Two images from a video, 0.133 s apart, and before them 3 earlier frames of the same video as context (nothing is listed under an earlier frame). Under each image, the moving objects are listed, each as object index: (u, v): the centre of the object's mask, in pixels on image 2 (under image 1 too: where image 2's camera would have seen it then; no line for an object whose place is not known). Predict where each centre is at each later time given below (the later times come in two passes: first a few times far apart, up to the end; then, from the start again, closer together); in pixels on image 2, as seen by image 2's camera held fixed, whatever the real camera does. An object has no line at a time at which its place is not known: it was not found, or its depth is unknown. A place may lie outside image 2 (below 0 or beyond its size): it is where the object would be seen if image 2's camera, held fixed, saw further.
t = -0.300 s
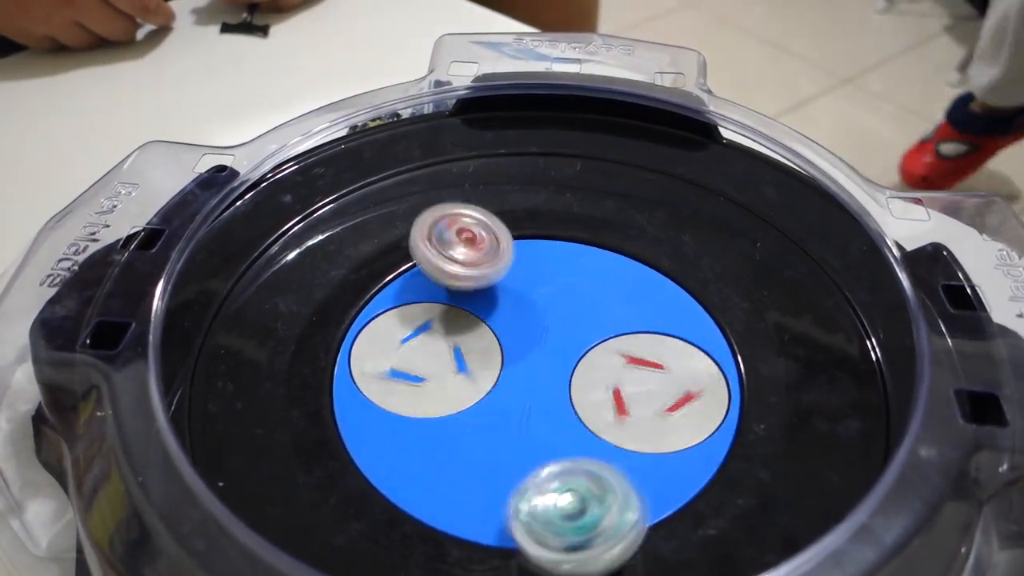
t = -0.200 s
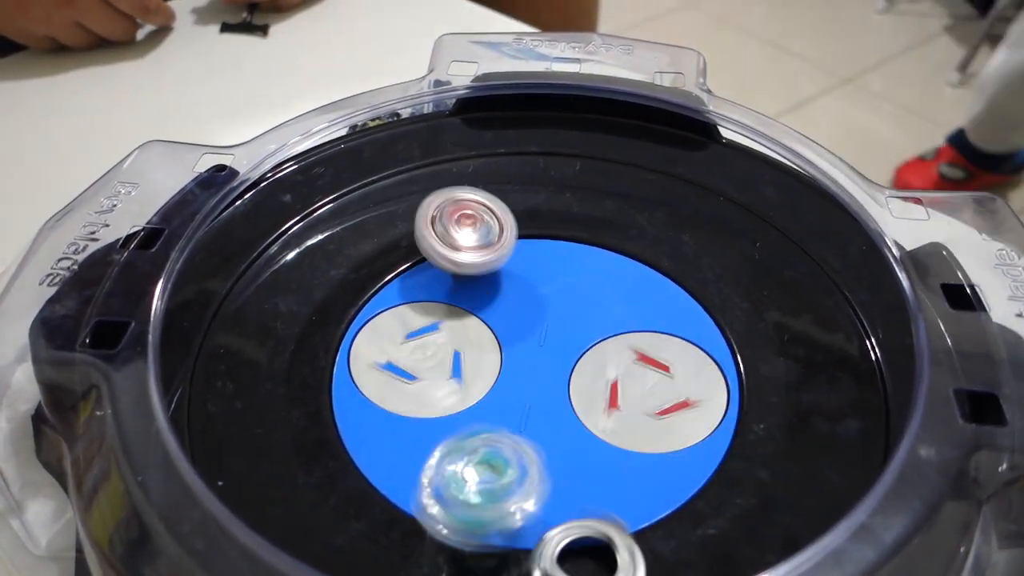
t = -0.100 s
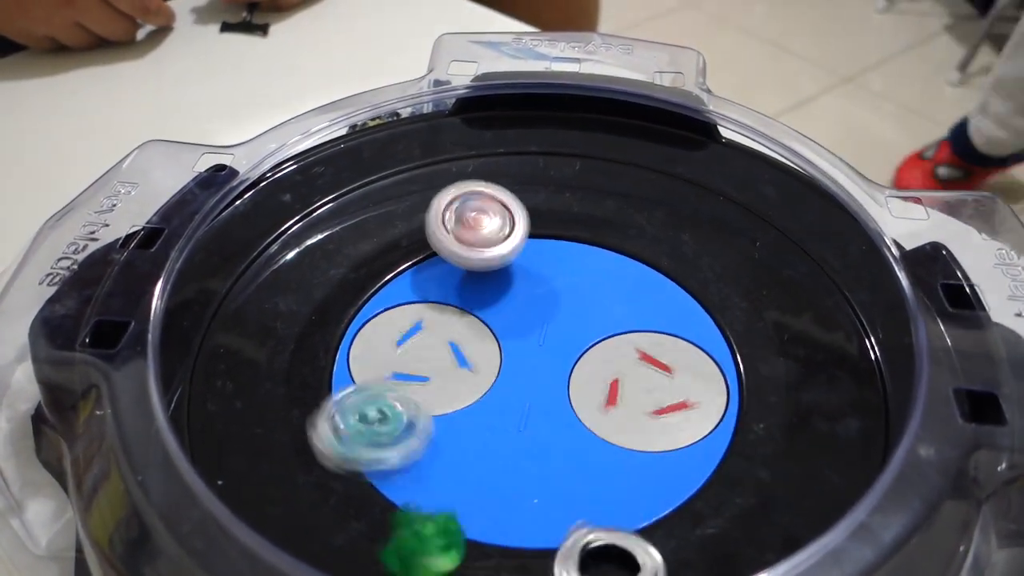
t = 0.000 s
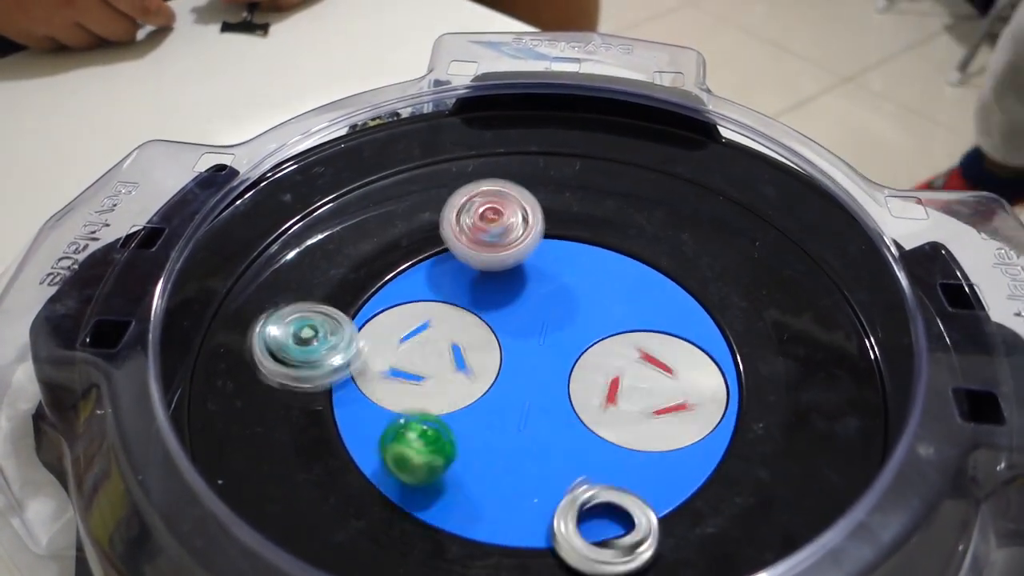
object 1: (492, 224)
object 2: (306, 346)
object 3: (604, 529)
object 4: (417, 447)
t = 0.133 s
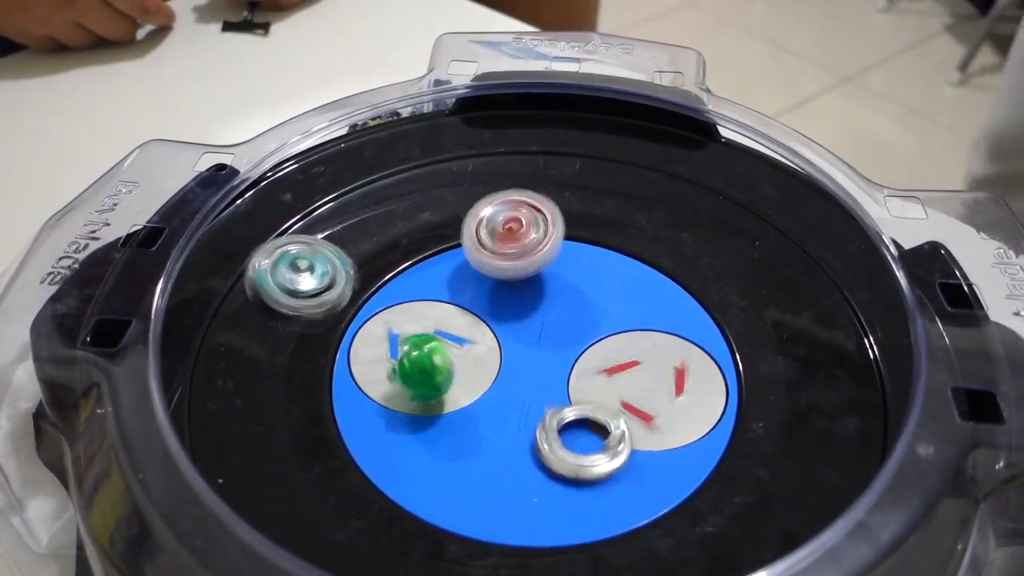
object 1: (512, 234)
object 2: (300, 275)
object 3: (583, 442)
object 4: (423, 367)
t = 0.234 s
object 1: (524, 247)
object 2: (367, 262)
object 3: (564, 374)
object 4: (447, 371)
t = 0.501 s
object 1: (618, 228)
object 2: (492, 284)
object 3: (508, 382)
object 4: (157, 416)
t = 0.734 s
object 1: (623, 240)
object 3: (524, 394)
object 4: (350, 395)
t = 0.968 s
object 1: (595, 260)
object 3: (535, 394)
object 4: (479, 338)
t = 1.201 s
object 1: (561, 277)
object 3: (532, 388)
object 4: (399, 279)
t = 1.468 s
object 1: (555, 282)
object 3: (533, 388)
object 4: (262, 257)
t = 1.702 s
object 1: (556, 279)
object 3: (533, 388)
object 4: (423, 303)
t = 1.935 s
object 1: (555, 279)
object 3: (533, 388)
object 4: (455, 276)
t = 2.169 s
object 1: (549, 285)
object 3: (533, 388)
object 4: (446, 292)
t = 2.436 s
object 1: (550, 298)
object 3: (527, 385)
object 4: (403, 297)
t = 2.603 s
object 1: (571, 321)
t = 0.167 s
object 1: (518, 238)
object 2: (320, 270)
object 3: (577, 419)
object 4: (433, 372)
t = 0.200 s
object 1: (521, 242)
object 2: (341, 265)
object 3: (569, 396)
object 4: (435, 365)
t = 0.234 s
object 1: (524, 247)
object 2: (367, 262)
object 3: (564, 374)
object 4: (447, 371)
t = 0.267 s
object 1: (526, 253)
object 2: (393, 262)
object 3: (559, 353)
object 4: (452, 365)
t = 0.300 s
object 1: (528, 259)
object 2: (422, 264)
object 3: (553, 334)
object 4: (465, 365)
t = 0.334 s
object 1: (544, 239)
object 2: (450, 265)
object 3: (532, 326)
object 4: (448, 364)
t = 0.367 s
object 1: (560, 234)
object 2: (478, 270)
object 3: (528, 332)
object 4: (377, 391)
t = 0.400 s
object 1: (575, 230)
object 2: (507, 276)
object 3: (514, 361)
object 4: (310, 404)
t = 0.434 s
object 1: (593, 227)
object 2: (513, 277)
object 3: (507, 368)
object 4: (251, 415)
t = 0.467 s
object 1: (609, 227)
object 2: (501, 280)
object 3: (505, 373)
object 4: (204, 413)
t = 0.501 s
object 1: (618, 228)
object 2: (492, 284)
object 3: (508, 382)
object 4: (157, 416)
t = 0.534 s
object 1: (621, 230)
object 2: (487, 290)
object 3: (512, 386)
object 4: (126, 432)
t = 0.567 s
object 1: (621, 231)
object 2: (481, 295)
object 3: (515, 388)
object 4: (154, 424)
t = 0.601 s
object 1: (623, 231)
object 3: (518, 389)
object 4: (198, 420)
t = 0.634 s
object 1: (624, 233)
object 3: (521, 391)
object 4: (225, 422)
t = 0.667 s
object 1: (625, 235)
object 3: (523, 393)
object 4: (264, 415)
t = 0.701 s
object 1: (624, 237)
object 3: (524, 394)
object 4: (304, 408)
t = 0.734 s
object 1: (623, 240)
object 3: (524, 394)
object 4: (350, 395)
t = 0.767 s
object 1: (622, 243)
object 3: (524, 393)
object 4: (394, 384)
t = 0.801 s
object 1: (619, 246)
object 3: (524, 393)
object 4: (428, 375)
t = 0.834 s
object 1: (616, 249)
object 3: (527, 393)
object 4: (460, 358)
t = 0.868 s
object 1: (611, 252)
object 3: (532, 394)
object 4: (475, 339)
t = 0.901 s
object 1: (607, 255)
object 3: (534, 394)
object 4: (477, 335)
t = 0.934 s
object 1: (601, 258)
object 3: (535, 394)
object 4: (477, 339)
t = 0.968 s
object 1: (595, 260)
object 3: (535, 394)
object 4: (479, 338)
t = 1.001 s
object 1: (588, 261)
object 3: (535, 394)
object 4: (480, 338)
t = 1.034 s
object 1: (581, 263)
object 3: (535, 394)
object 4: (486, 333)
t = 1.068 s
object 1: (574, 264)
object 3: (535, 394)
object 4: (487, 325)
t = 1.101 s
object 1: (567, 265)
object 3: (535, 394)
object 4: (485, 317)
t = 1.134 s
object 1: (559, 267)
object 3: (534, 392)
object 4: (482, 307)
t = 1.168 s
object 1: (559, 273)
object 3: (533, 389)
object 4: (455, 297)
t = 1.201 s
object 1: (561, 277)
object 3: (532, 388)
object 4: (399, 279)
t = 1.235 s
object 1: (558, 278)
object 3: (532, 387)
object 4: (355, 263)
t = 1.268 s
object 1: (553, 279)
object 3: (532, 388)
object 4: (317, 257)
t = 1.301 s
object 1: (551, 279)
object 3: (533, 388)
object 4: (283, 247)
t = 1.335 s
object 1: (553, 280)
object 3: (532, 388)
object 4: (261, 240)
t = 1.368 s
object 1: (559, 282)
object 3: (533, 388)
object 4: (250, 240)
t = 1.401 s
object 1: (559, 283)
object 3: (533, 388)
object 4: (246, 243)
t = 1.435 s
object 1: (557, 283)
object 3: (533, 388)
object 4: (250, 248)
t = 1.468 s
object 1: (555, 282)
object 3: (533, 388)
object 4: (262, 257)
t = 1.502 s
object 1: (558, 283)
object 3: (533, 388)
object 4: (284, 267)
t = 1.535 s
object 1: (560, 284)
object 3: (533, 388)
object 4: (308, 276)
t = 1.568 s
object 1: (558, 284)
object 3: (533, 388)
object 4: (335, 283)
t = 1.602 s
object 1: (556, 282)
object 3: (533, 388)
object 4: (362, 290)
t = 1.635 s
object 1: (557, 281)
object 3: (533, 388)
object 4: (387, 297)
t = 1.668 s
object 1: (557, 280)
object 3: (533, 387)
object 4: (407, 301)
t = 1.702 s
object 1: (556, 279)
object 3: (533, 388)
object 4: (423, 303)
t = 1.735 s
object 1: (556, 279)
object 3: (533, 388)
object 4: (439, 300)
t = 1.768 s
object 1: (556, 278)
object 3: (533, 388)
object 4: (449, 291)
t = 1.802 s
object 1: (555, 278)
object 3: (533, 388)
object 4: (458, 281)
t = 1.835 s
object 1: (555, 278)
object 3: (533, 388)
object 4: (464, 275)
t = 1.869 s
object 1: (556, 277)
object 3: (533, 388)
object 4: (464, 273)
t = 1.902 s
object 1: (555, 278)
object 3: (533, 388)
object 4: (461, 275)
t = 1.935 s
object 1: (555, 279)
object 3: (533, 388)
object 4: (455, 276)
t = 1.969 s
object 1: (555, 279)
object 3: (533, 388)
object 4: (452, 279)
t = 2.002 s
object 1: (554, 280)
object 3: (533, 388)
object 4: (452, 283)
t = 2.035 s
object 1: (553, 281)
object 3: (533, 388)
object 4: (452, 288)
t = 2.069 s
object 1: (553, 282)
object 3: (533, 388)
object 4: (450, 290)
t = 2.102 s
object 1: (551, 283)
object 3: (533, 388)
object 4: (448, 290)
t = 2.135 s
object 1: (549, 284)
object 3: (533, 388)
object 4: (447, 290)
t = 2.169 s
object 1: (549, 285)
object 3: (533, 388)
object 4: (446, 292)
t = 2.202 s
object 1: (551, 287)
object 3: (533, 388)
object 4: (444, 295)
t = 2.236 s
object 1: (549, 291)
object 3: (533, 388)
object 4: (441, 297)
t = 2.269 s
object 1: (547, 291)
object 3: (533, 388)
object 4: (438, 298)
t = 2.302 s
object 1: (551, 293)
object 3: (533, 388)
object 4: (431, 298)
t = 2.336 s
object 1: (551, 296)
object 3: (533, 388)
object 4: (424, 299)
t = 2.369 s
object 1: (549, 297)
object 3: (533, 388)
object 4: (416, 300)
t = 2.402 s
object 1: (550, 296)
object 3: (530, 385)
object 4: (411, 299)
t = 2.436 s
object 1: (550, 298)
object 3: (527, 385)
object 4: (403, 297)
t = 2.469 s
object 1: (555, 302)
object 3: (525, 384)
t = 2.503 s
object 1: (556, 305)
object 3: (524, 384)
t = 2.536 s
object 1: (556, 308)
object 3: (523, 383)
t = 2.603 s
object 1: (571, 321)
